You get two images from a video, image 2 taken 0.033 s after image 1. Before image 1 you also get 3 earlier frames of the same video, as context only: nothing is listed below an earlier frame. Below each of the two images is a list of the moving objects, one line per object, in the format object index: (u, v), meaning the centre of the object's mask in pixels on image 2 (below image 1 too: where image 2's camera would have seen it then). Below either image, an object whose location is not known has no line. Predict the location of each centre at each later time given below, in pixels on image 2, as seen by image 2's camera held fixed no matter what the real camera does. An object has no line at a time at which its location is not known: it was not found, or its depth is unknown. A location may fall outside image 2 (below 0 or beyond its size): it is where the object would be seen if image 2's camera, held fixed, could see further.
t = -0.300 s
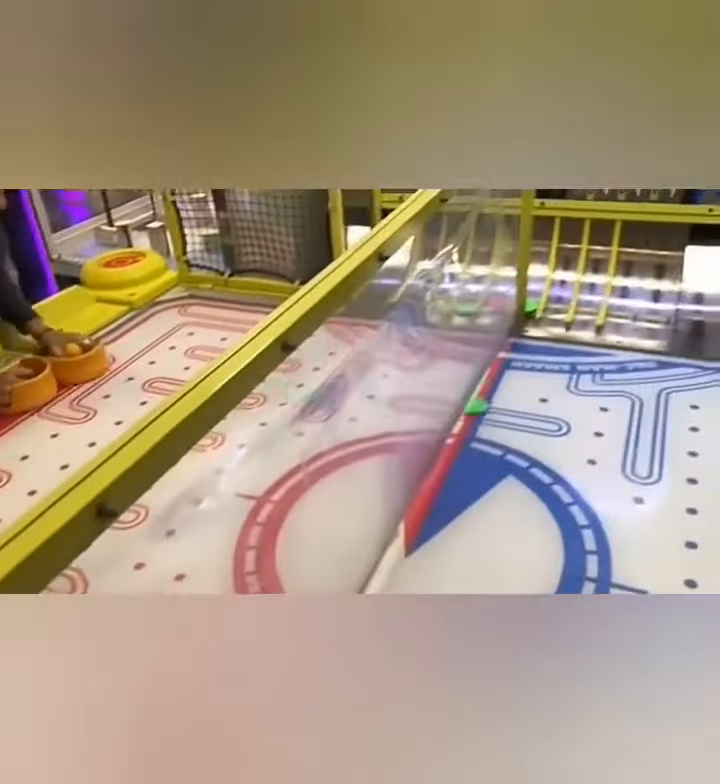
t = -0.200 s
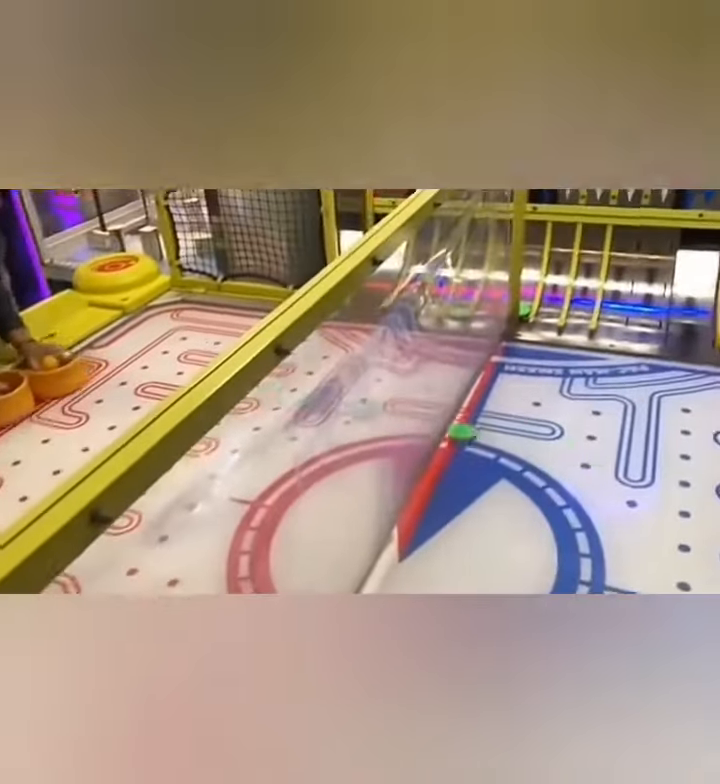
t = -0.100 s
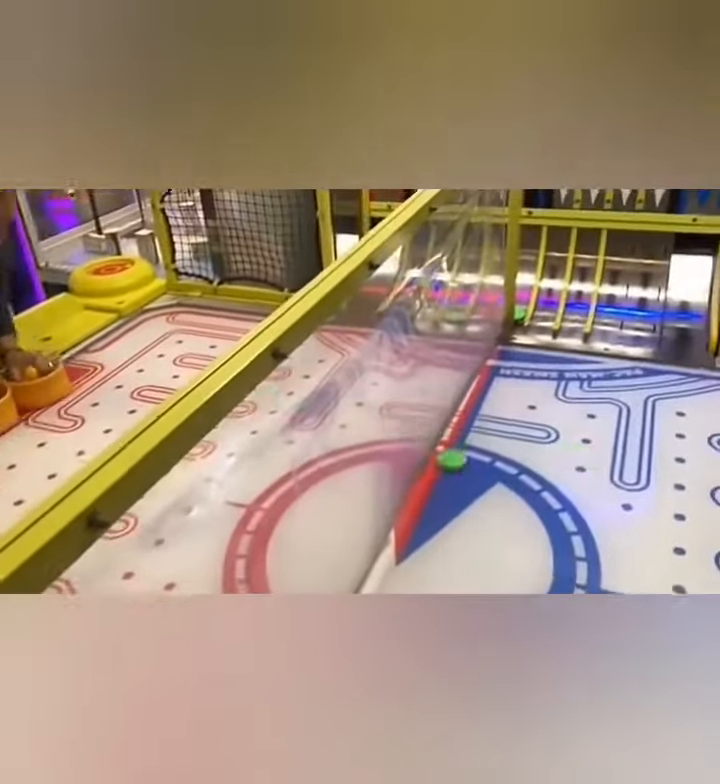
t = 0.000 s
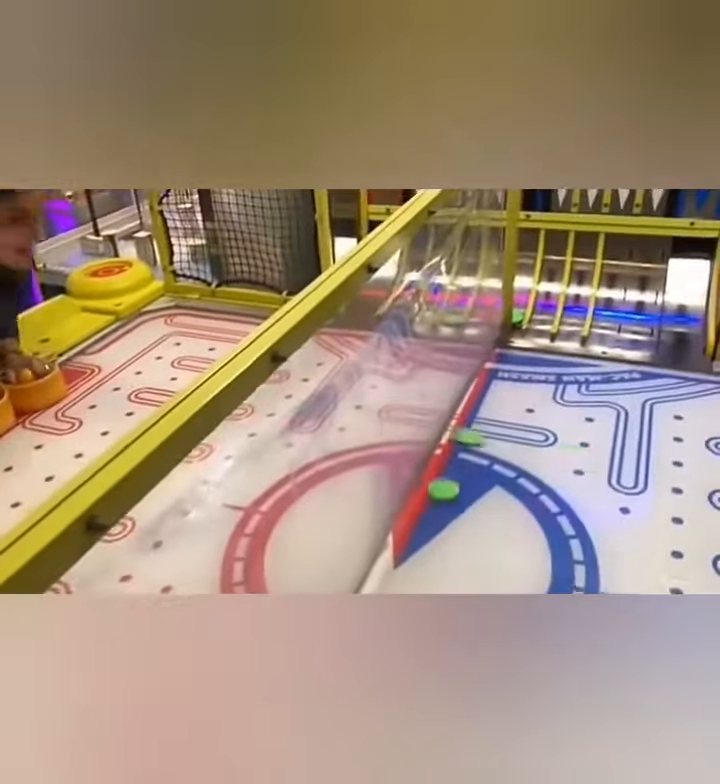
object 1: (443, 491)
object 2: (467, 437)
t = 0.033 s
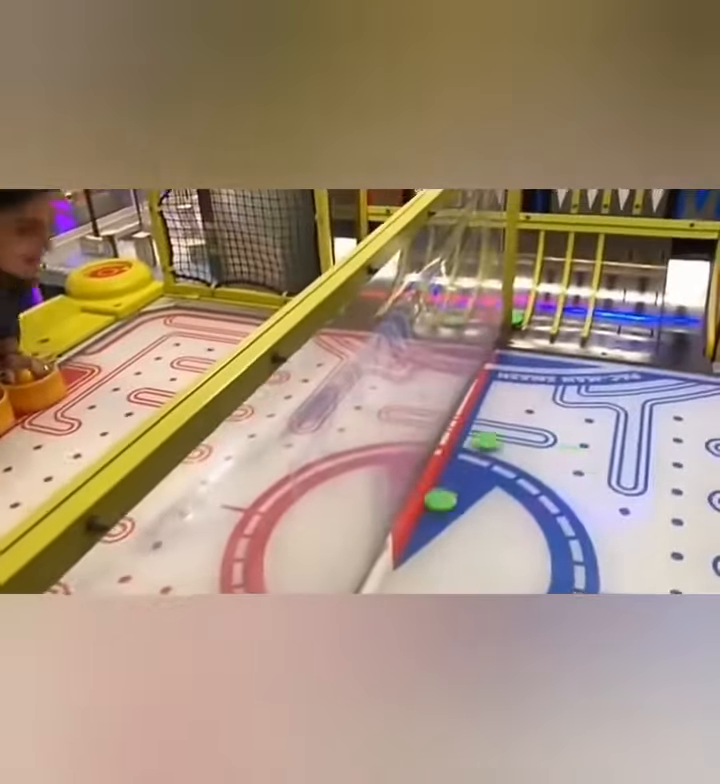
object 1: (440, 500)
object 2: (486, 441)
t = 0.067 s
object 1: (438, 510)
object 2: (507, 446)
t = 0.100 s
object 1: (436, 522)
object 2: (528, 450)
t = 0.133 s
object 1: (433, 533)
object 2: (552, 454)
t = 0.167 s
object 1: (432, 545)
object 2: (575, 457)
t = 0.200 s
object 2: (596, 461)
